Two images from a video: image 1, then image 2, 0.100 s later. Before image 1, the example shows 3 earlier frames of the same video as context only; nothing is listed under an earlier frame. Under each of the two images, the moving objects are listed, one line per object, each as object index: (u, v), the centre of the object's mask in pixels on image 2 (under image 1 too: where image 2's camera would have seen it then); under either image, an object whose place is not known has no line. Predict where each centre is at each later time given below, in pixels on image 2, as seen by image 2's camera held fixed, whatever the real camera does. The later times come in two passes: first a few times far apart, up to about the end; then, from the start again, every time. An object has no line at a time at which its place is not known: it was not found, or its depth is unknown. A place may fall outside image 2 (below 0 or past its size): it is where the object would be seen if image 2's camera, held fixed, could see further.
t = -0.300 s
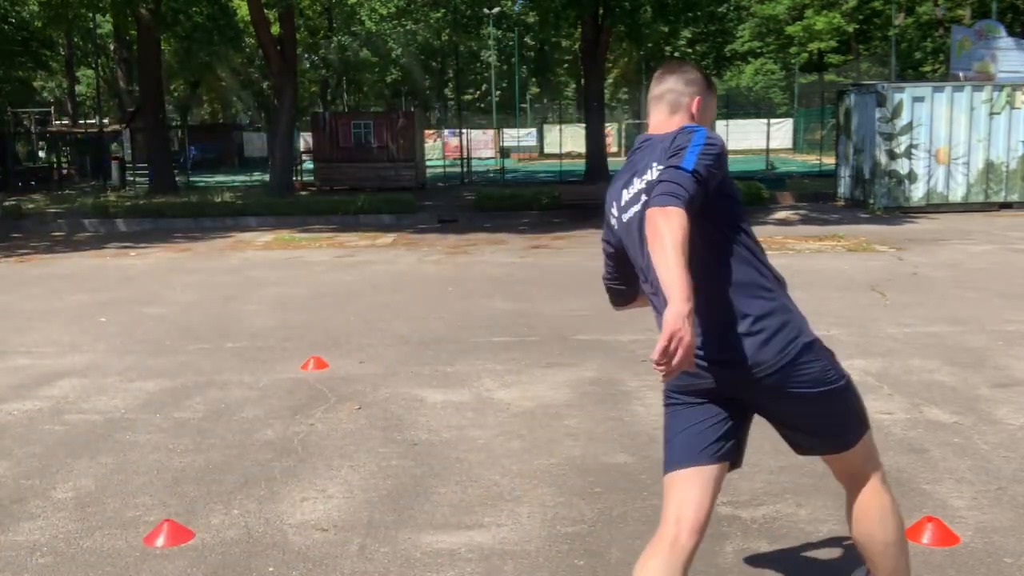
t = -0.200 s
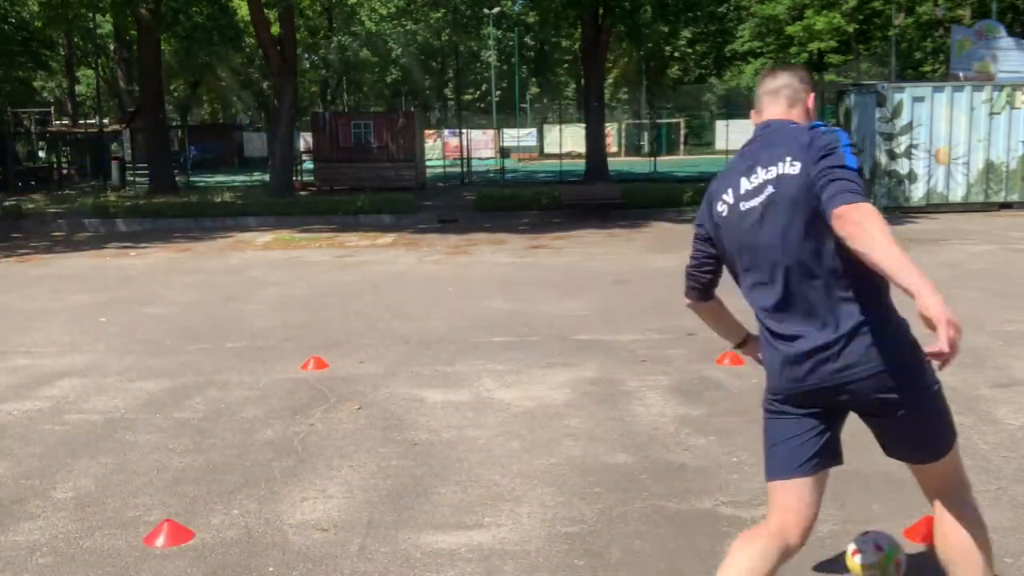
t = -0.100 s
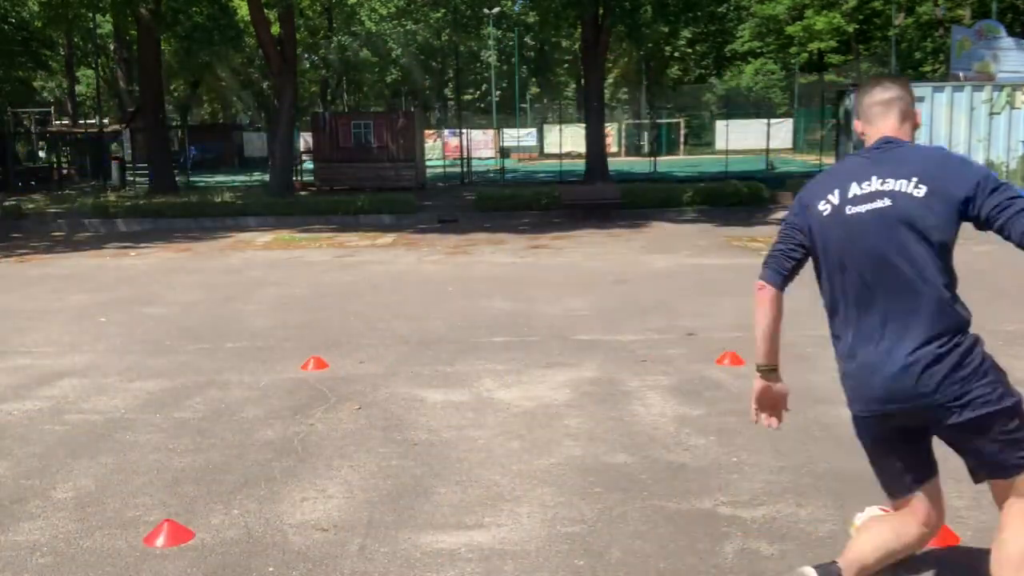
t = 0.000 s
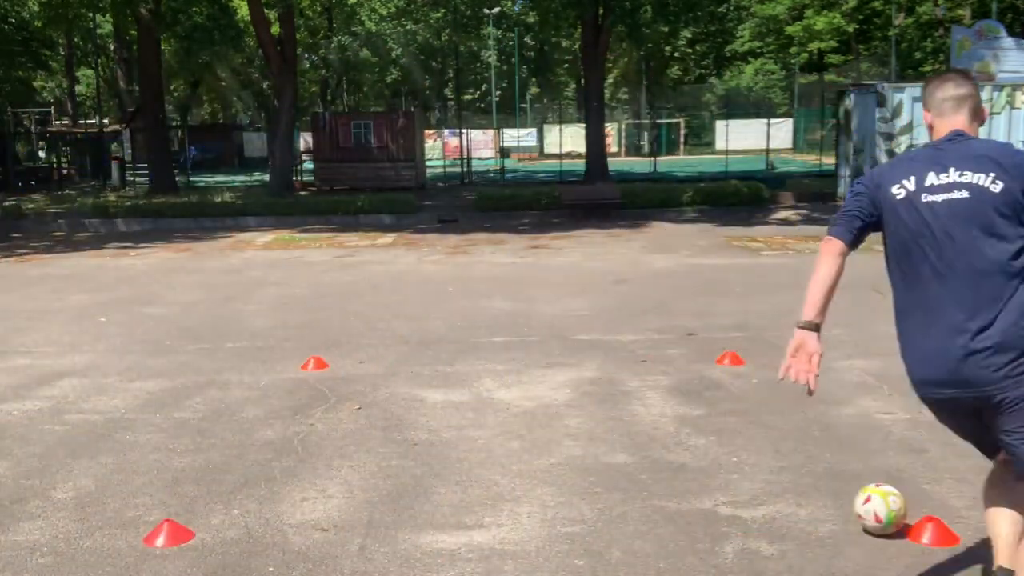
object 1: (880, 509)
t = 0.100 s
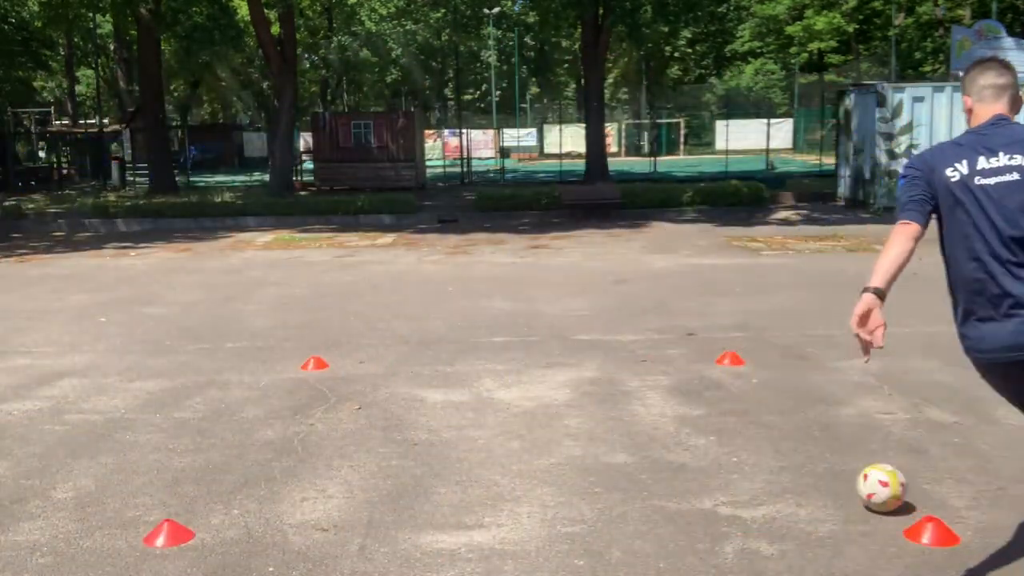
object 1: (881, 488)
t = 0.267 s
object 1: (883, 456)
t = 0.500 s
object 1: (884, 422)
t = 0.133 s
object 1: (882, 480)
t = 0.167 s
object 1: (883, 474)
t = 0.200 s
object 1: (883, 468)
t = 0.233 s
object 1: (883, 462)
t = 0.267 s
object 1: (883, 456)
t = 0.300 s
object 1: (884, 451)
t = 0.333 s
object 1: (884, 446)
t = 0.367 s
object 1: (884, 441)
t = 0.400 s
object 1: (884, 436)
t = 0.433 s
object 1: (884, 431)
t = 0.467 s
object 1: (884, 427)
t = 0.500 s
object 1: (884, 422)
